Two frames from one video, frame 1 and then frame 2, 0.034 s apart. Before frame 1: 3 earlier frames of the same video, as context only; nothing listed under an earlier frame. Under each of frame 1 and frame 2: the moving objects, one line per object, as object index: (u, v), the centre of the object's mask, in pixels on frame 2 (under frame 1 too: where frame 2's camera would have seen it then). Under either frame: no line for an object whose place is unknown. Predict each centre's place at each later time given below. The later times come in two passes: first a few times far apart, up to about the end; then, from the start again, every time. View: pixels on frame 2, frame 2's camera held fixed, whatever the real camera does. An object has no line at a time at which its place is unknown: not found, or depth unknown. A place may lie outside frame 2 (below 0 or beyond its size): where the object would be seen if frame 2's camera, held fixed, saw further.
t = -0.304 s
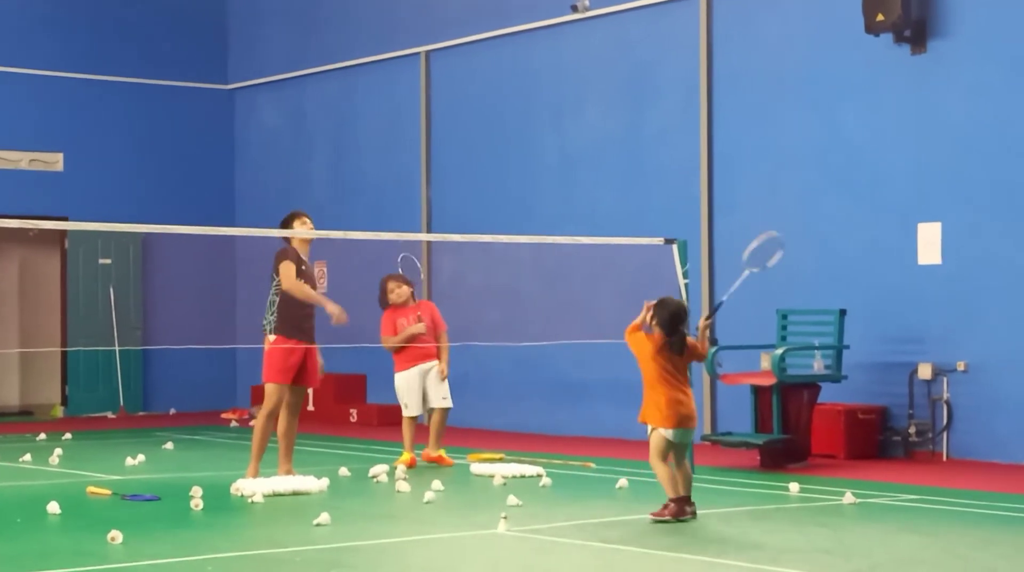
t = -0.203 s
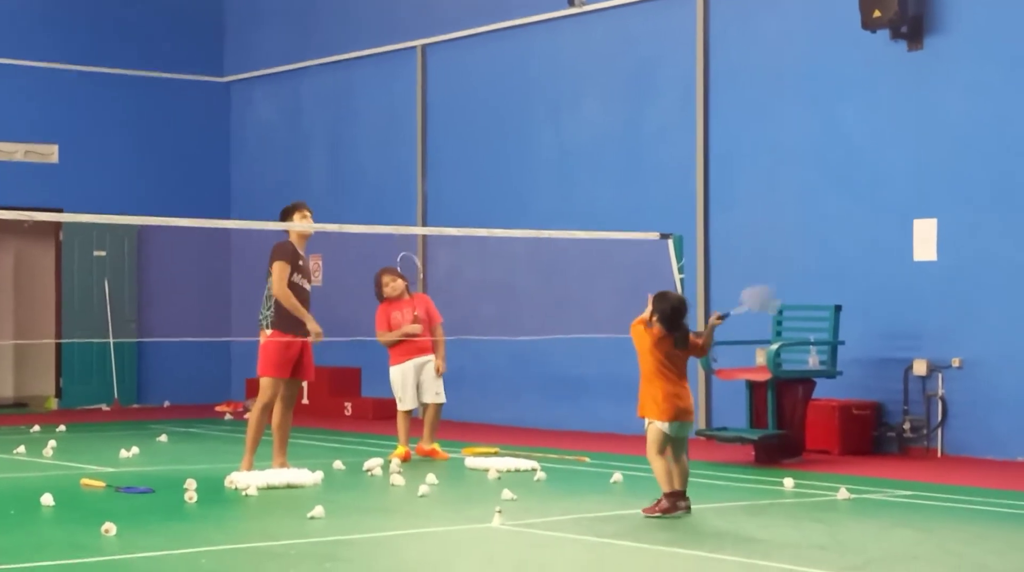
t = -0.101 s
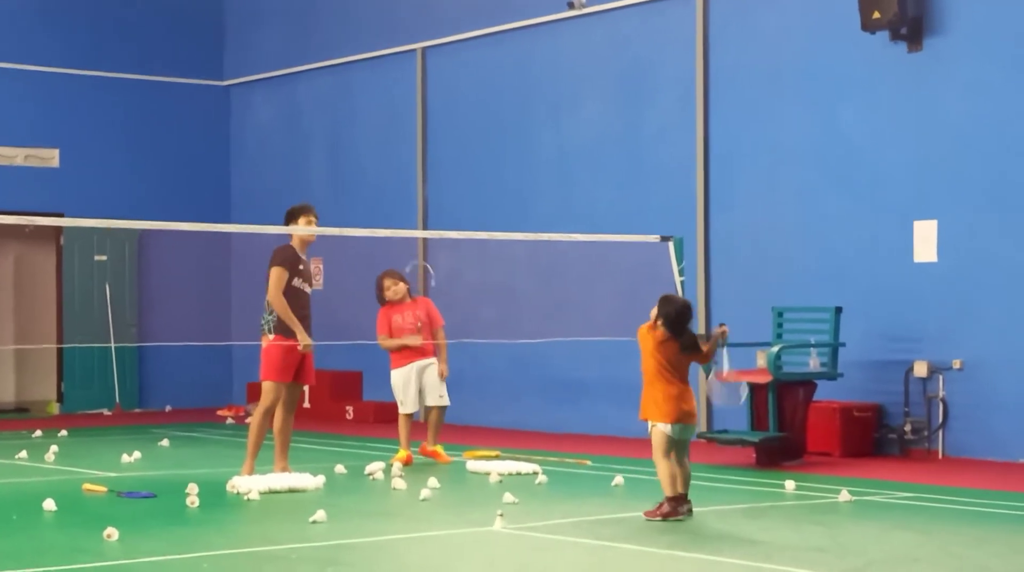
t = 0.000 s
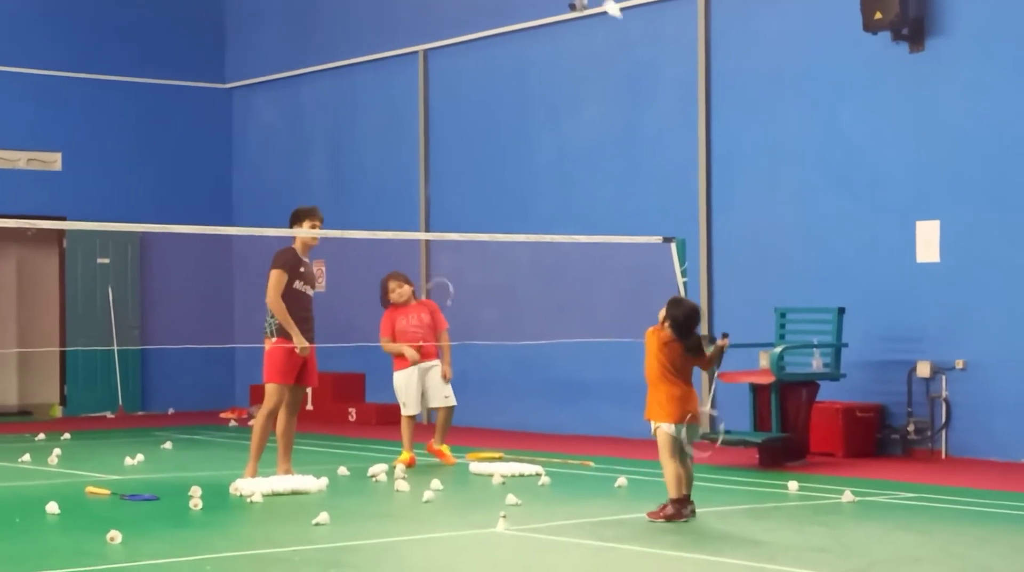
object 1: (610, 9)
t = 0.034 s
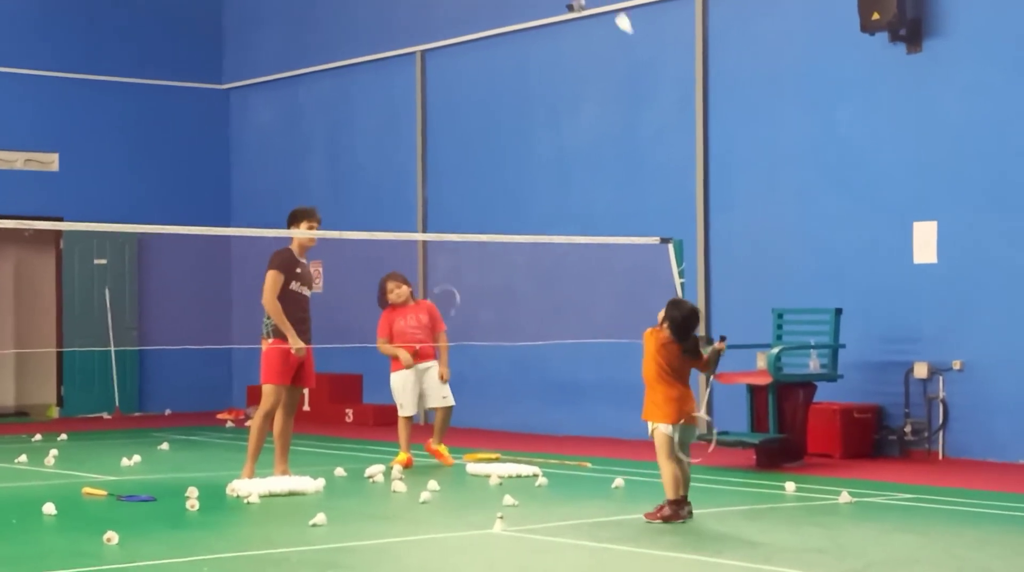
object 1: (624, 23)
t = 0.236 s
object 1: (700, 143)
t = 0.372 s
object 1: (744, 252)
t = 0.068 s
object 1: (637, 39)
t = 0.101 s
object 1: (651, 56)
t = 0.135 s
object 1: (664, 76)
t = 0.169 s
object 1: (677, 97)
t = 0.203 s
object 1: (688, 119)
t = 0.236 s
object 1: (700, 143)
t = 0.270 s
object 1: (712, 169)
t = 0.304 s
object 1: (722, 196)
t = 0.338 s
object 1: (733, 224)
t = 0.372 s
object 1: (744, 252)
